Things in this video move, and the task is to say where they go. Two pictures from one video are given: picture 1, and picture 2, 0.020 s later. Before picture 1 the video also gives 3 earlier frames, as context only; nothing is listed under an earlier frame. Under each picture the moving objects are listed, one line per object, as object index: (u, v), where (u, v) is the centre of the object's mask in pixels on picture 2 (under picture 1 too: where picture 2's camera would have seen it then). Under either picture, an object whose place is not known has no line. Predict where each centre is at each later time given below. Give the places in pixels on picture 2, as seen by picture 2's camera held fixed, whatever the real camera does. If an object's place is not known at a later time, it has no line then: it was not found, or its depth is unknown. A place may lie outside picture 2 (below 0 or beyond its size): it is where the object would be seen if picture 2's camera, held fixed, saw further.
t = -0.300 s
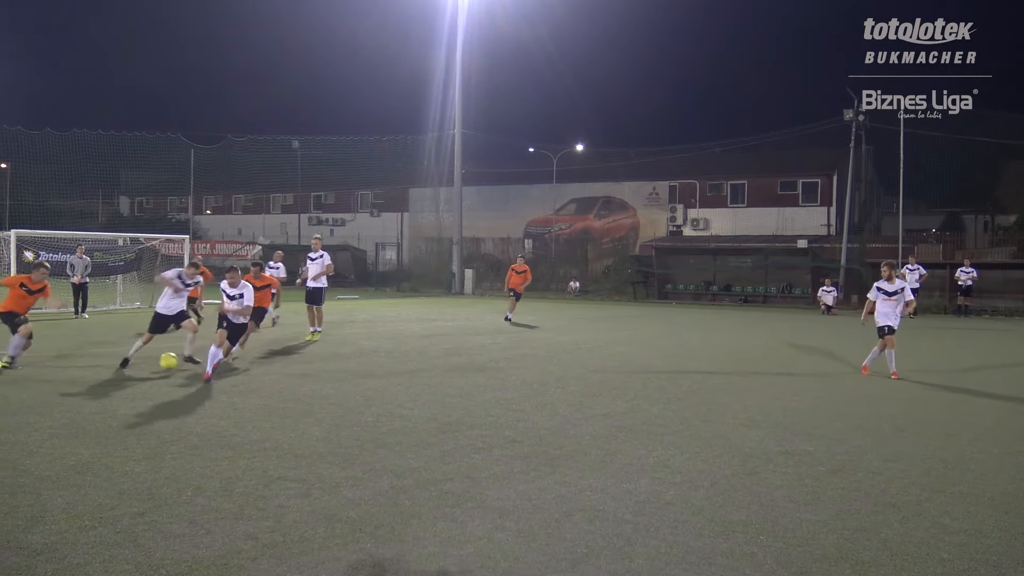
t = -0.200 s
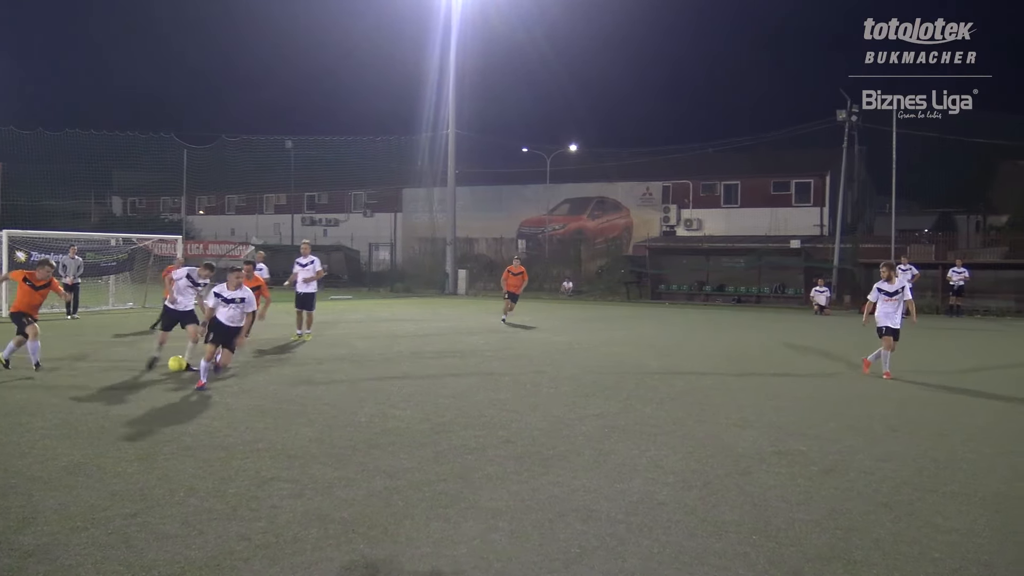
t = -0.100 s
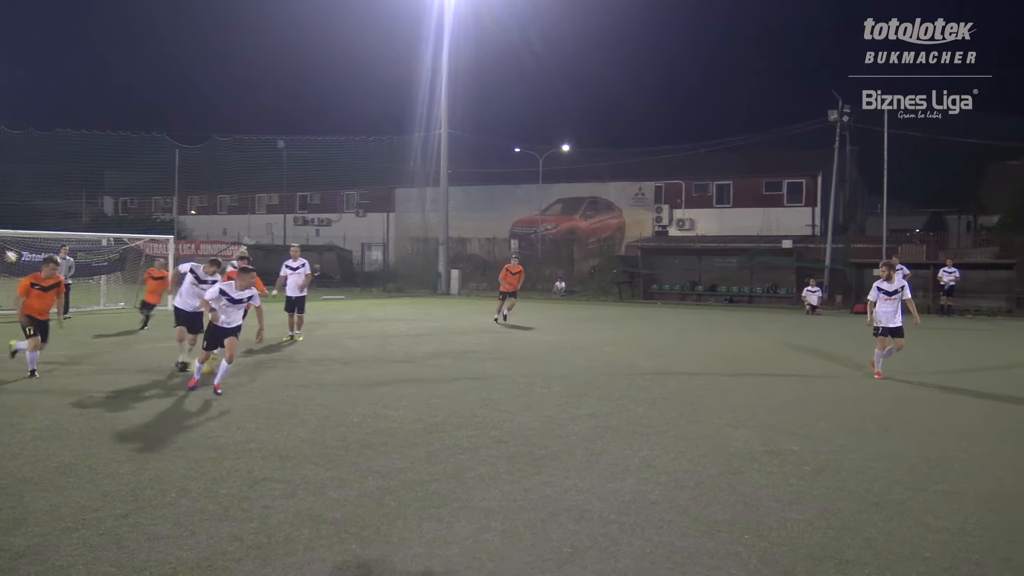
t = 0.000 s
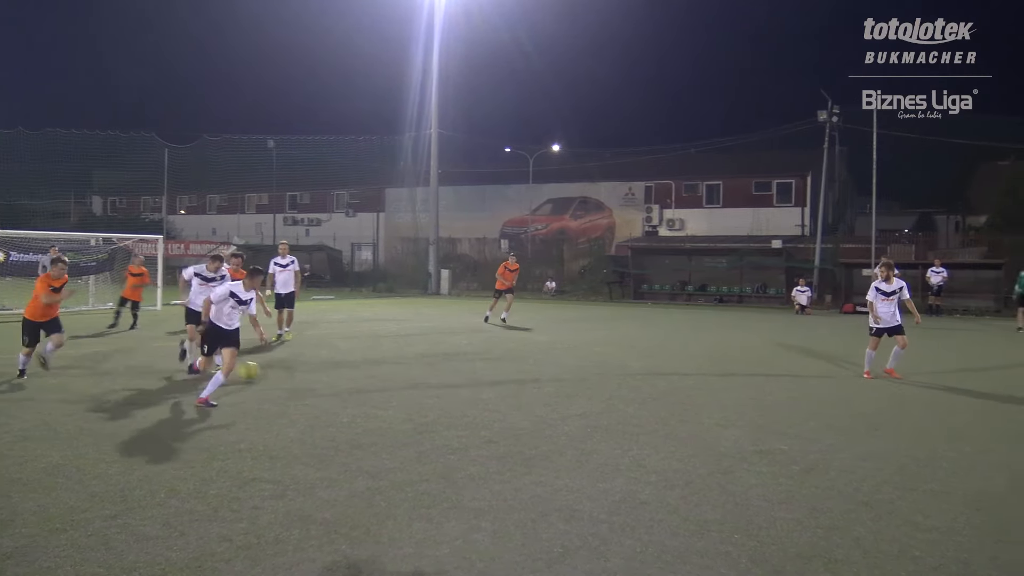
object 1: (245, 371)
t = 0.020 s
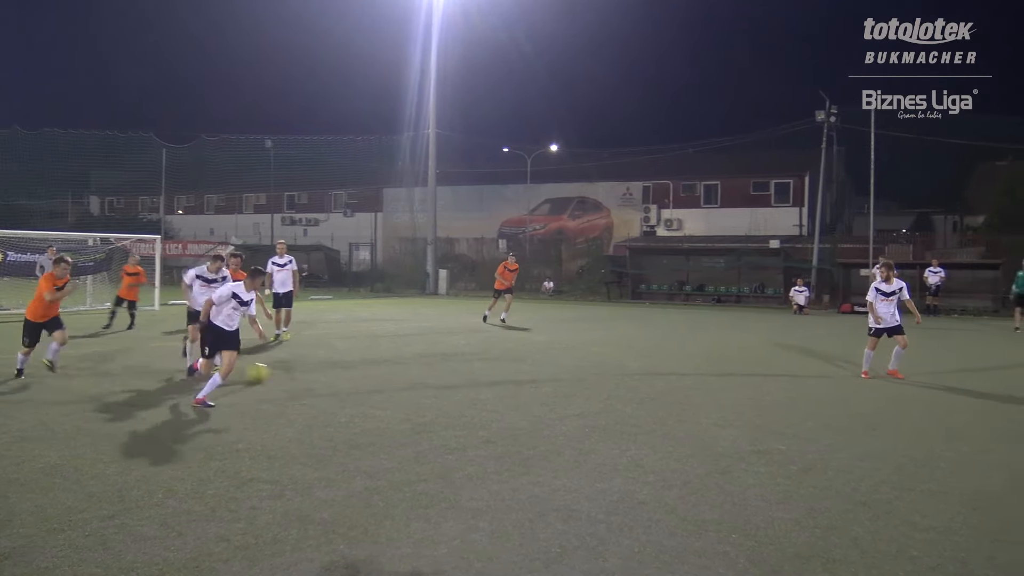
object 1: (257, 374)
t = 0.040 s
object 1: (271, 374)
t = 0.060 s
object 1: (282, 375)
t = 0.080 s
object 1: (294, 375)
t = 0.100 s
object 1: (305, 375)
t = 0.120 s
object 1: (317, 375)
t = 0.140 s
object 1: (329, 376)
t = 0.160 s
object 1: (342, 378)
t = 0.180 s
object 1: (354, 379)
